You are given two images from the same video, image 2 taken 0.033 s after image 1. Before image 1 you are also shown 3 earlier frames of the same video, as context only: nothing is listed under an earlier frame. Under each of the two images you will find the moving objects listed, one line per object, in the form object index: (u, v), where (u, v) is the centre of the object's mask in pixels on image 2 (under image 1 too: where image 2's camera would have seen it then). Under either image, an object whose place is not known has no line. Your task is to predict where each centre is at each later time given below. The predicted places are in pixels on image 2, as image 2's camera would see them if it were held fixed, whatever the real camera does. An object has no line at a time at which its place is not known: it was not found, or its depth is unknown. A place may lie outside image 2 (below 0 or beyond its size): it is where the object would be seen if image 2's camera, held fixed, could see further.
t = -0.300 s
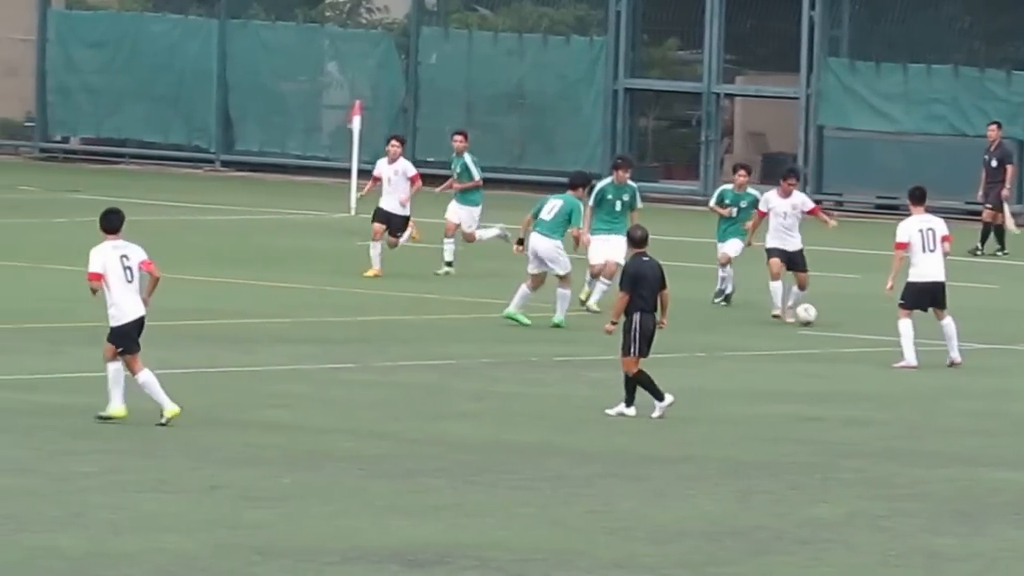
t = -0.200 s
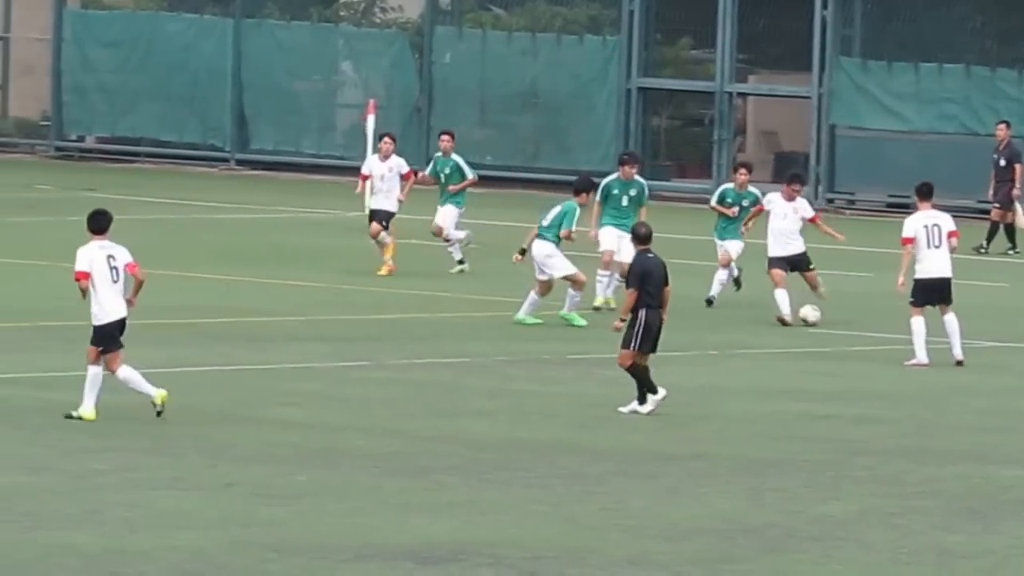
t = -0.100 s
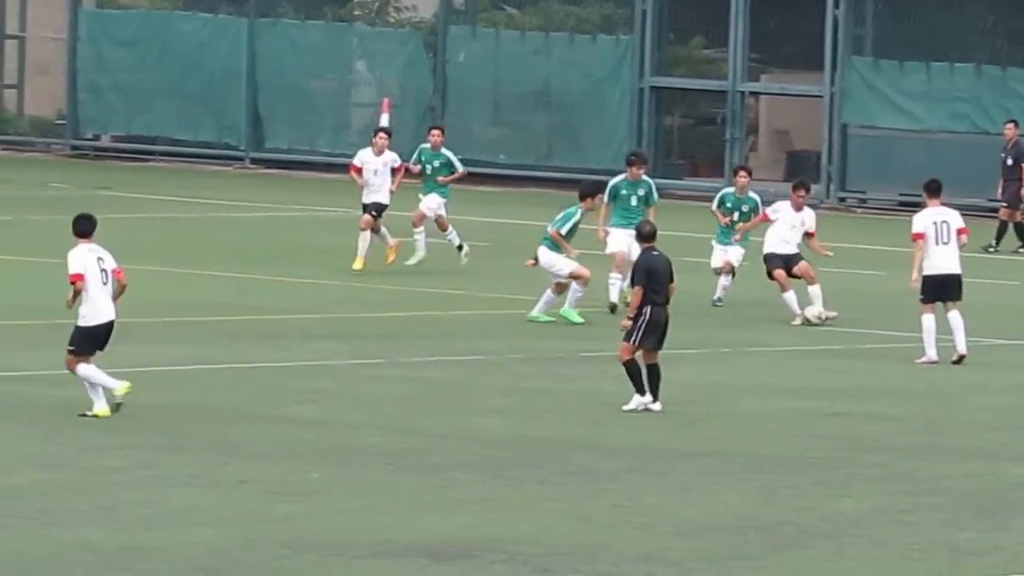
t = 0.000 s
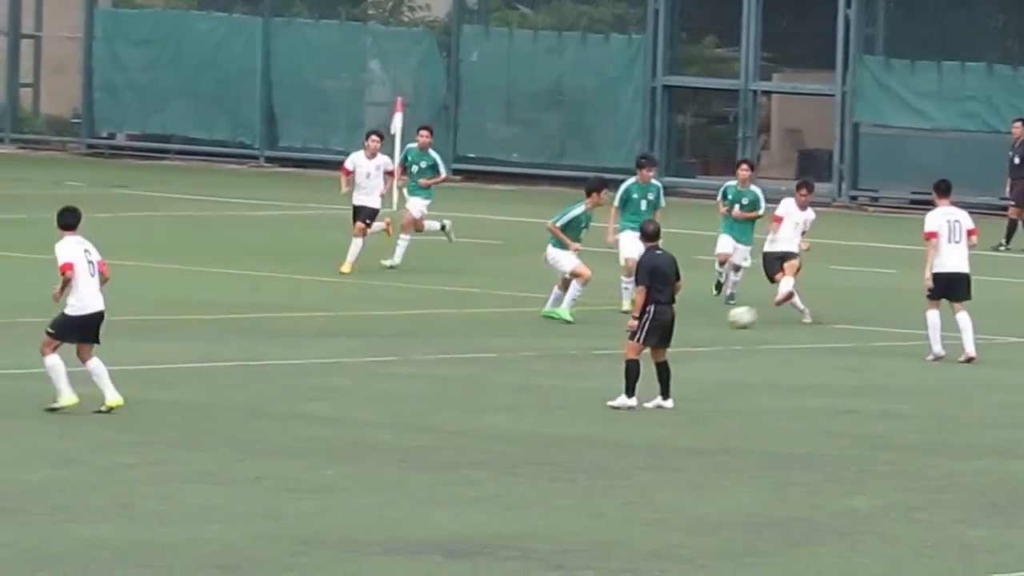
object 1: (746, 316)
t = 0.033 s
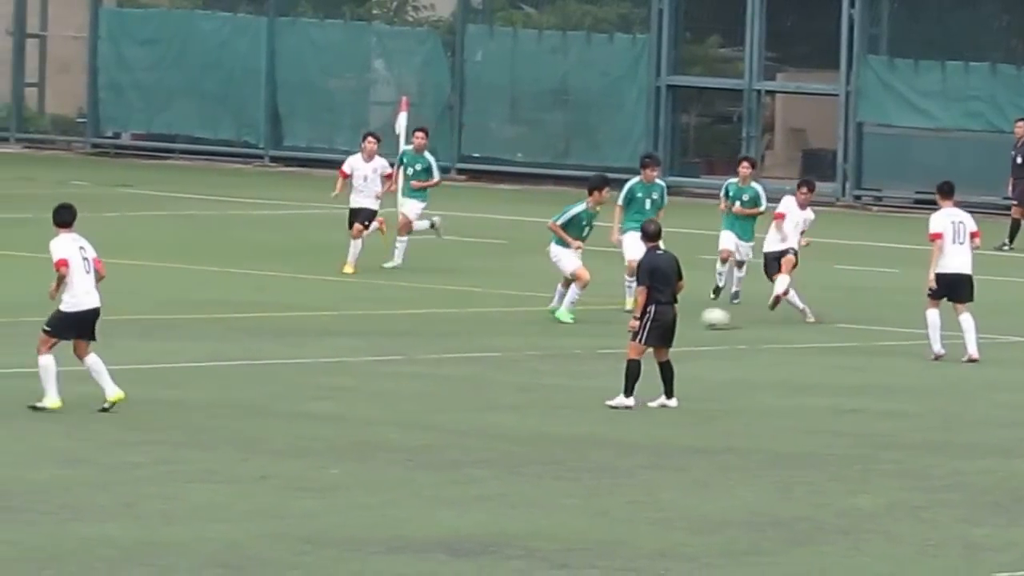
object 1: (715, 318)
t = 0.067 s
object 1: (687, 318)
